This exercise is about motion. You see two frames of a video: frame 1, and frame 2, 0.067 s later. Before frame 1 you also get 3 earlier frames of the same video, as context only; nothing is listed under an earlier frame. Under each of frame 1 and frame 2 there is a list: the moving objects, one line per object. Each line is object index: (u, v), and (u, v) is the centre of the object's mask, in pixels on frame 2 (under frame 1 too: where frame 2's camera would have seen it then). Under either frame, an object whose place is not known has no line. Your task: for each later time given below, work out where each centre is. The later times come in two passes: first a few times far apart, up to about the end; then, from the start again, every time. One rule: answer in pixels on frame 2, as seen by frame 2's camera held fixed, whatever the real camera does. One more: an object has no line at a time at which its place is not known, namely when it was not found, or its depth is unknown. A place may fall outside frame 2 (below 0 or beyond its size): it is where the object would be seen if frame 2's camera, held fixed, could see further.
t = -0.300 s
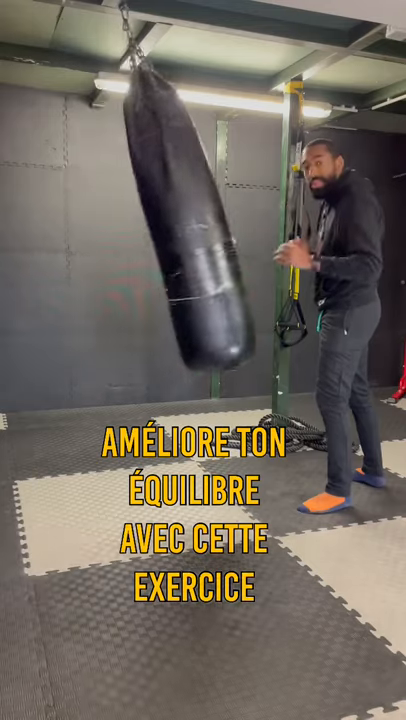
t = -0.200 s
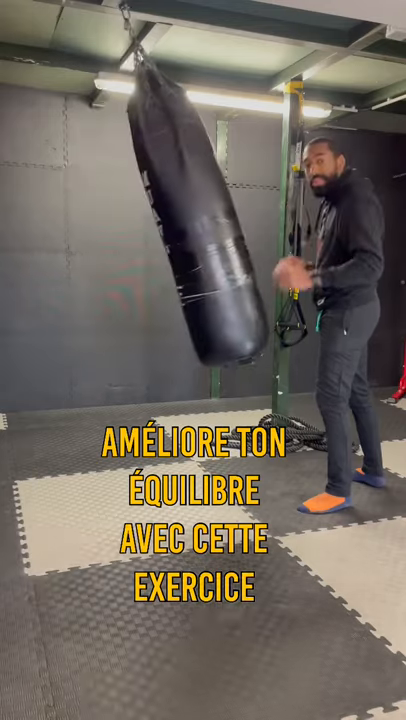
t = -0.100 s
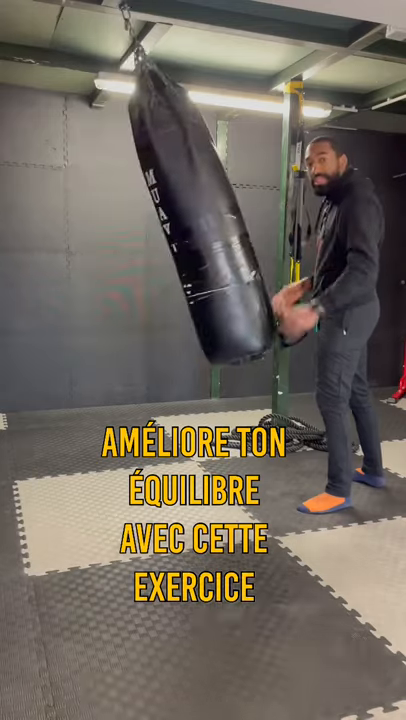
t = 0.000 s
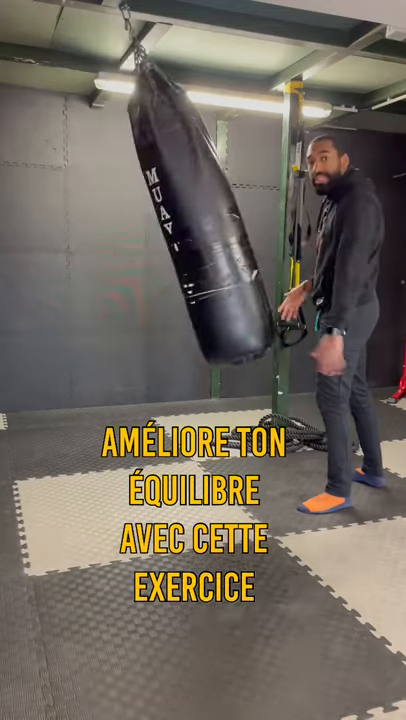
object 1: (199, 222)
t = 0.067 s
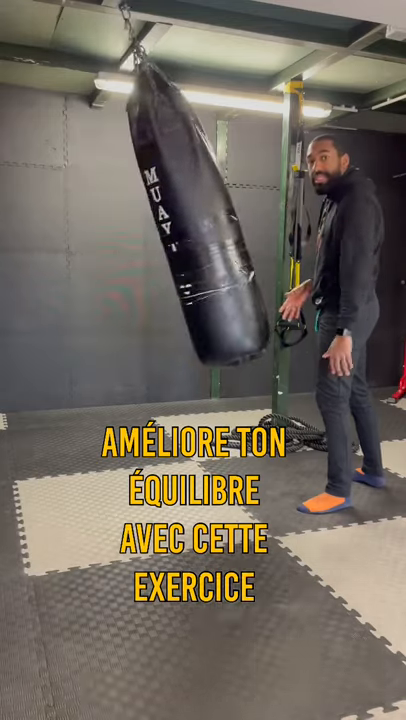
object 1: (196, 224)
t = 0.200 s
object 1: (182, 230)
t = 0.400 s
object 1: (146, 237)
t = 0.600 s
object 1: (102, 238)
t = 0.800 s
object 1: (65, 229)
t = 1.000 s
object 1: (53, 210)
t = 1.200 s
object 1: (55, 214)
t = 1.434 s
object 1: (79, 234)
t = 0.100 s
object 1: (193, 225)
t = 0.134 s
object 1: (190, 227)
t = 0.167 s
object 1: (186, 228)
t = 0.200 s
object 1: (182, 230)
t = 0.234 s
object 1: (177, 231)
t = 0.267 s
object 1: (171, 232)
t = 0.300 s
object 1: (166, 234)
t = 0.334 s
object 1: (160, 235)
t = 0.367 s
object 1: (153, 236)
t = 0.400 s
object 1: (146, 237)
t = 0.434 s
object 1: (139, 237)
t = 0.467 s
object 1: (132, 238)
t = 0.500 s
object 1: (125, 239)
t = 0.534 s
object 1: (117, 238)
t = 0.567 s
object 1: (110, 238)
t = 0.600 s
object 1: (102, 238)
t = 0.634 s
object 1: (95, 237)
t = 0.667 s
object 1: (88, 236)
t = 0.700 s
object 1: (81, 235)
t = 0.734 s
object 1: (75, 234)
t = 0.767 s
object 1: (69, 232)
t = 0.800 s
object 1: (65, 229)
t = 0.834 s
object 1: (62, 225)
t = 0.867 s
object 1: (59, 221)
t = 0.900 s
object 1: (57, 218)
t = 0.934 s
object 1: (55, 215)
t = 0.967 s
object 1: (54, 212)
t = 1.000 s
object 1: (53, 210)
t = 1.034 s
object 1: (53, 209)
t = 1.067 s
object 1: (53, 209)
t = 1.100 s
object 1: (53, 209)
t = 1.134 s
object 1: (53, 210)
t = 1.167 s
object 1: (54, 211)
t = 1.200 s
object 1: (55, 214)
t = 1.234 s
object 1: (57, 217)
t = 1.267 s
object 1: (58, 220)
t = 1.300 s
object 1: (61, 224)
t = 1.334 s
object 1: (64, 228)
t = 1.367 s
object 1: (68, 231)
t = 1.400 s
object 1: (73, 233)
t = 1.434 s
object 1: (79, 234)
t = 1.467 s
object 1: (86, 236)
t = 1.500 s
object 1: (93, 236)
